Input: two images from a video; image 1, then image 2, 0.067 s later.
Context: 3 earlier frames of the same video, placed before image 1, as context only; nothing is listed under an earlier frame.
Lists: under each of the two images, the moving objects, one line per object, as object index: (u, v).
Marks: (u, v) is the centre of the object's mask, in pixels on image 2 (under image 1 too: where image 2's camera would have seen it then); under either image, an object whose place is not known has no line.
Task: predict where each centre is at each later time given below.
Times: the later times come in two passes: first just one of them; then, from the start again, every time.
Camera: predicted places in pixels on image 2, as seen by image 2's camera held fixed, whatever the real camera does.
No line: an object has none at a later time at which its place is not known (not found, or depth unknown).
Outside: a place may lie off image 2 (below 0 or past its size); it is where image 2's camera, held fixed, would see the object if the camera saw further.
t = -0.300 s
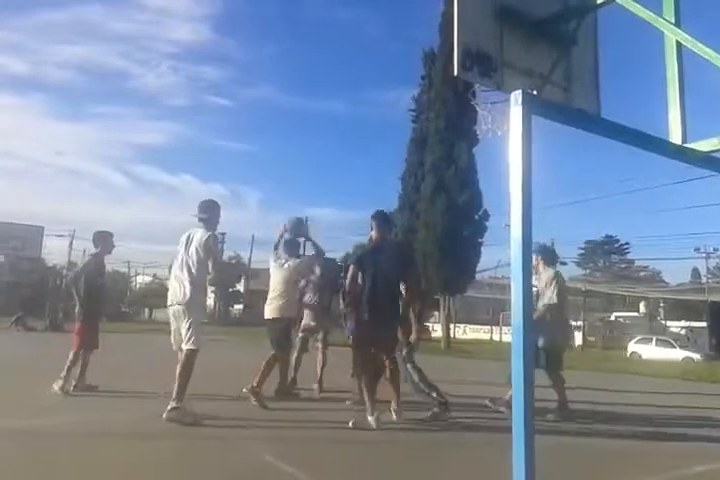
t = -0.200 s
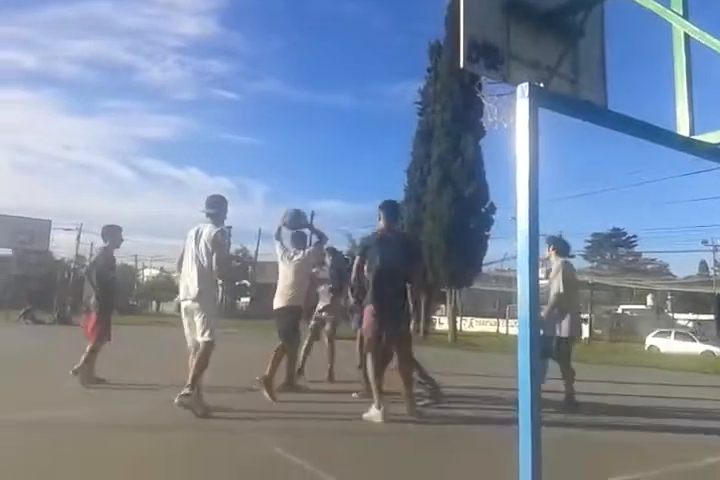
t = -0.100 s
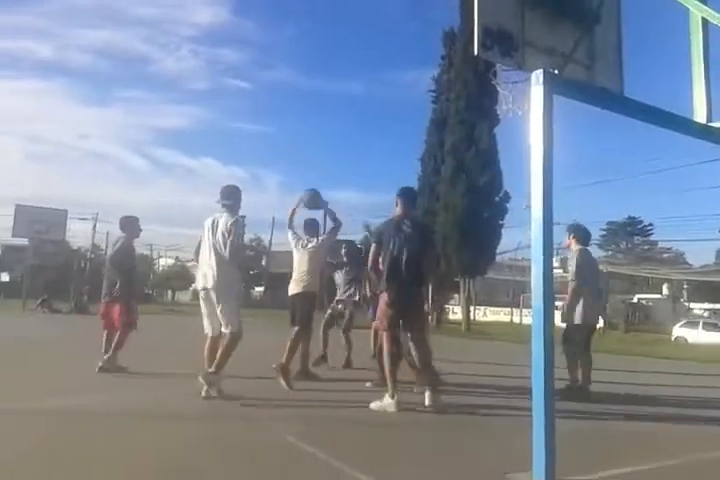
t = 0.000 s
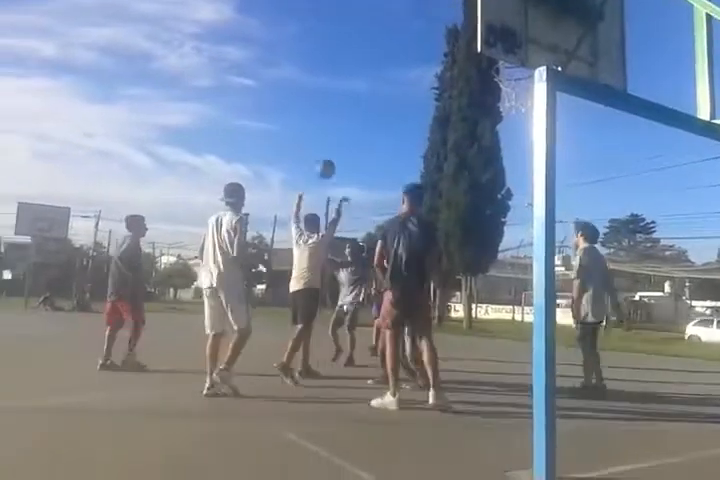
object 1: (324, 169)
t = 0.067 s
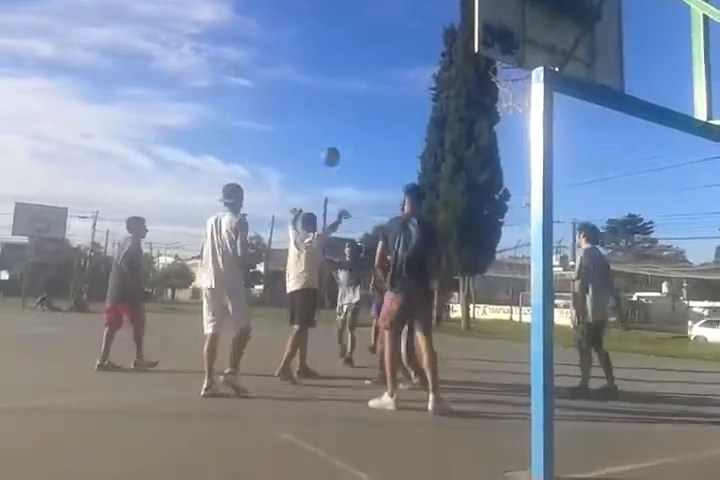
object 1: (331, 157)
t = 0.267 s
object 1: (348, 144)
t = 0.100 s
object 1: (335, 152)
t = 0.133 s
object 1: (338, 148)
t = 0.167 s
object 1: (341, 146)
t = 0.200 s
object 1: (344, 145)
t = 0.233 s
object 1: (346, 144)
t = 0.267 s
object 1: (348, 144)
